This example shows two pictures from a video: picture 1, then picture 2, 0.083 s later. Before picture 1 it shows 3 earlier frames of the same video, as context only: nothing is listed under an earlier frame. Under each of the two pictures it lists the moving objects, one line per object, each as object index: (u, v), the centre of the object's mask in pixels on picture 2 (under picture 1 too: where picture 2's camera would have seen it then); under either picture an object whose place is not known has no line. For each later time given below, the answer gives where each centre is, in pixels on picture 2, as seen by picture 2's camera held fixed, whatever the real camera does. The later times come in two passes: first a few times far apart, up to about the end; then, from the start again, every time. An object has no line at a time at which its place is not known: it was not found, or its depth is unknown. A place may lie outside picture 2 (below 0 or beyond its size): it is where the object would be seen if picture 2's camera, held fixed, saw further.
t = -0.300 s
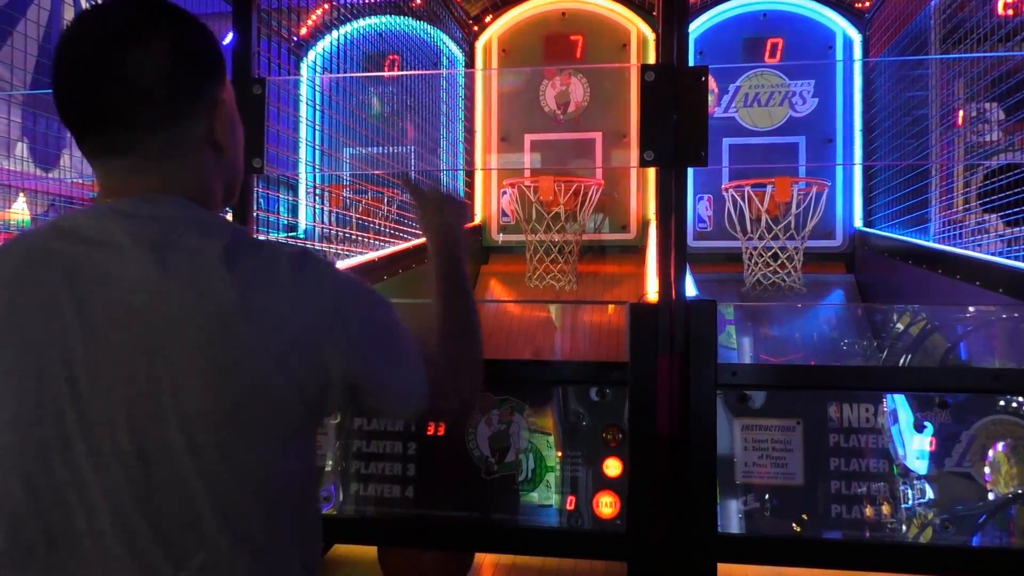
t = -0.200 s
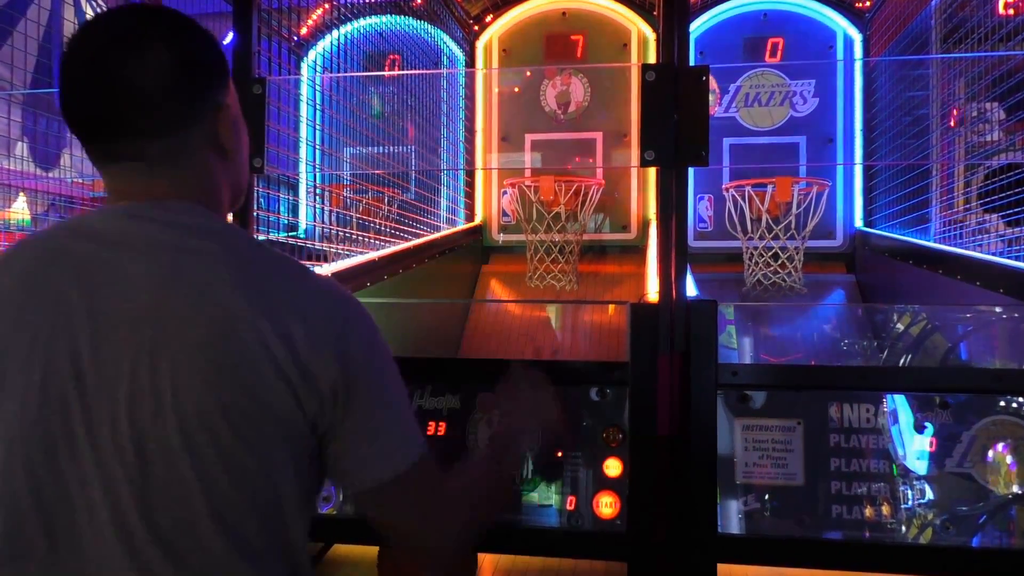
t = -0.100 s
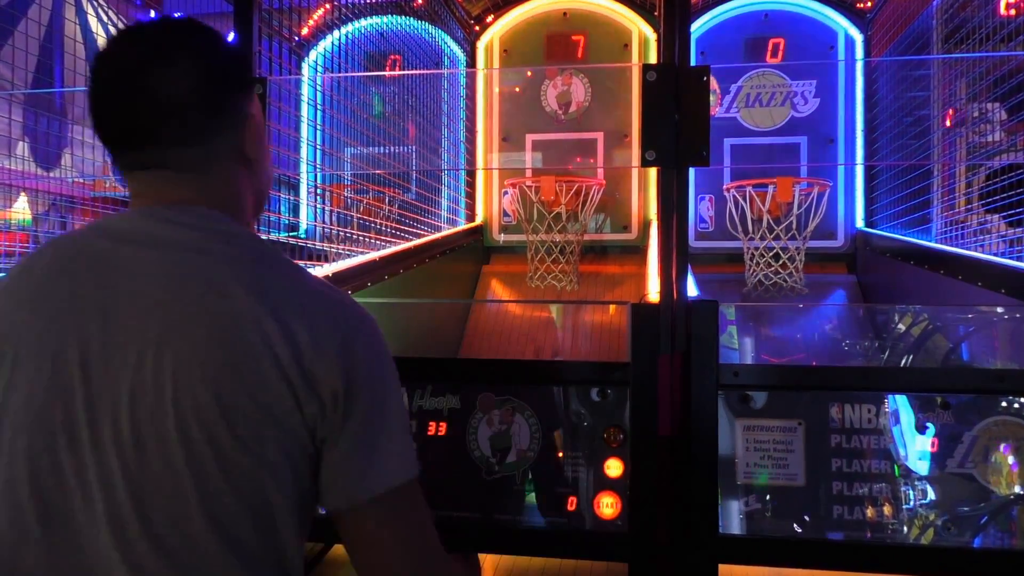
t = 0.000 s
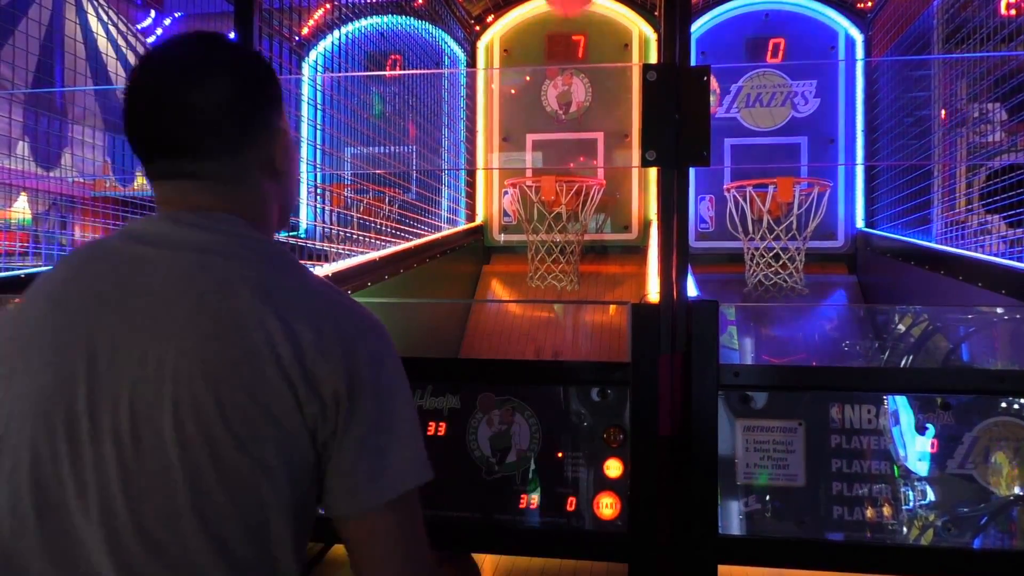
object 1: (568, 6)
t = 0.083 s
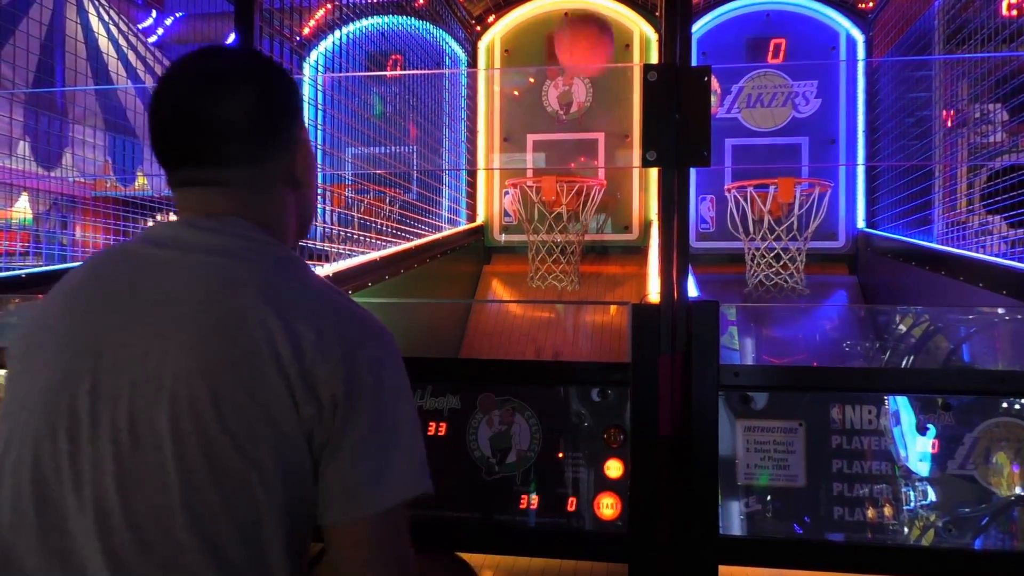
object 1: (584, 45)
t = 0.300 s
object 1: (606, 123)
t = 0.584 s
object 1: (618, 107)
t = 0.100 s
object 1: (586, 58)
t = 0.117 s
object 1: (590, 73)
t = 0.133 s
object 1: (592, 87)
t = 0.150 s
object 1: (595, 103)
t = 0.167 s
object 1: (597, 116)
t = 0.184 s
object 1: (599, 132)
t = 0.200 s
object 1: (601, 147)
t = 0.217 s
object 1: (603, 155)
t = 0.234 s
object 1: (603, 150)
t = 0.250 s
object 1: (603, 143)
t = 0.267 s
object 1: (604, 135)
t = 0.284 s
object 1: (605, 129)
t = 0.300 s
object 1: (606, 123)
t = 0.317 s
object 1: (607, 118)
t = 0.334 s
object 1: (608, 114)
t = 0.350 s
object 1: (609, 110)
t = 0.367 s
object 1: (610, 106)
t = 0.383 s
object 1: (611, 104)
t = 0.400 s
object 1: (611, 102)
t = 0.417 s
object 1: (612, 100)
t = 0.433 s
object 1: (613, 99)
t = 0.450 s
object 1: (613, 99)
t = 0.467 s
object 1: (614, 99)
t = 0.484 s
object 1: (615, 100)
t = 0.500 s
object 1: (615, 101)
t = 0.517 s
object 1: (615, 103)
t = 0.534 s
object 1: (616, 106)
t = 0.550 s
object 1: (617, 107)
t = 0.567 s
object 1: (617, 107)
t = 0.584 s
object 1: (618, 107)
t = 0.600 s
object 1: (618, 108)
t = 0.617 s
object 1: (618, 109)
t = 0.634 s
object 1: (619, 111)
